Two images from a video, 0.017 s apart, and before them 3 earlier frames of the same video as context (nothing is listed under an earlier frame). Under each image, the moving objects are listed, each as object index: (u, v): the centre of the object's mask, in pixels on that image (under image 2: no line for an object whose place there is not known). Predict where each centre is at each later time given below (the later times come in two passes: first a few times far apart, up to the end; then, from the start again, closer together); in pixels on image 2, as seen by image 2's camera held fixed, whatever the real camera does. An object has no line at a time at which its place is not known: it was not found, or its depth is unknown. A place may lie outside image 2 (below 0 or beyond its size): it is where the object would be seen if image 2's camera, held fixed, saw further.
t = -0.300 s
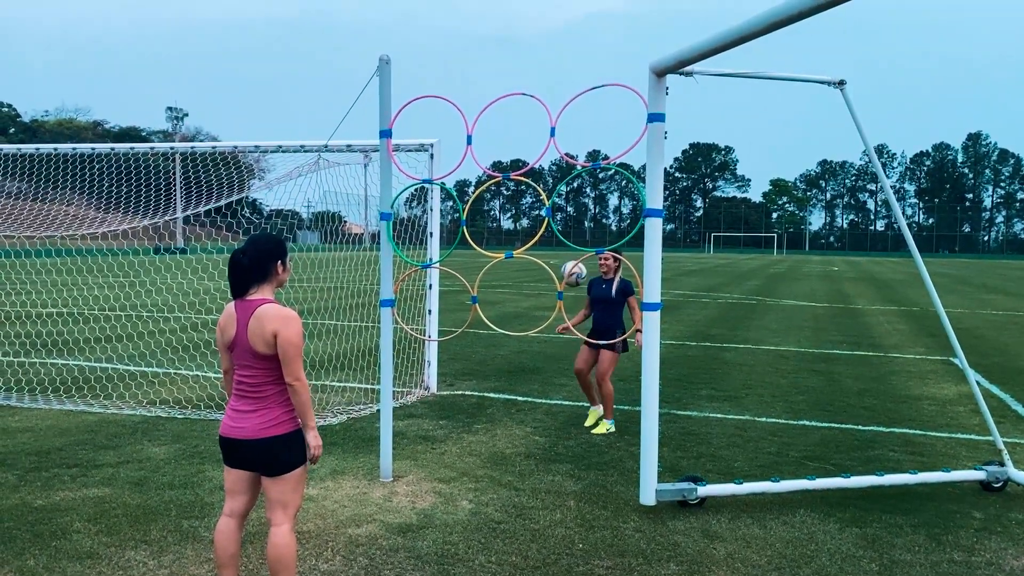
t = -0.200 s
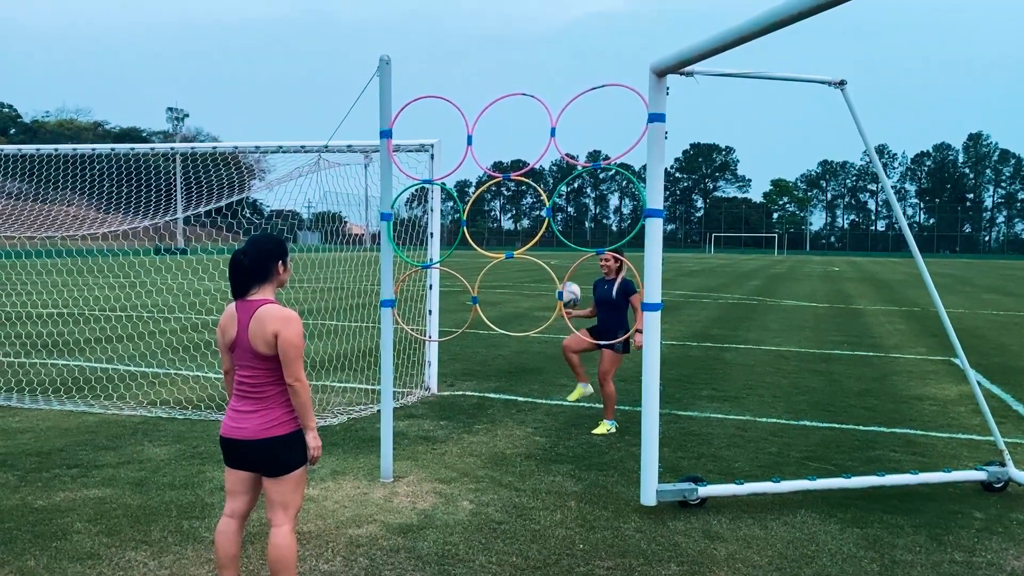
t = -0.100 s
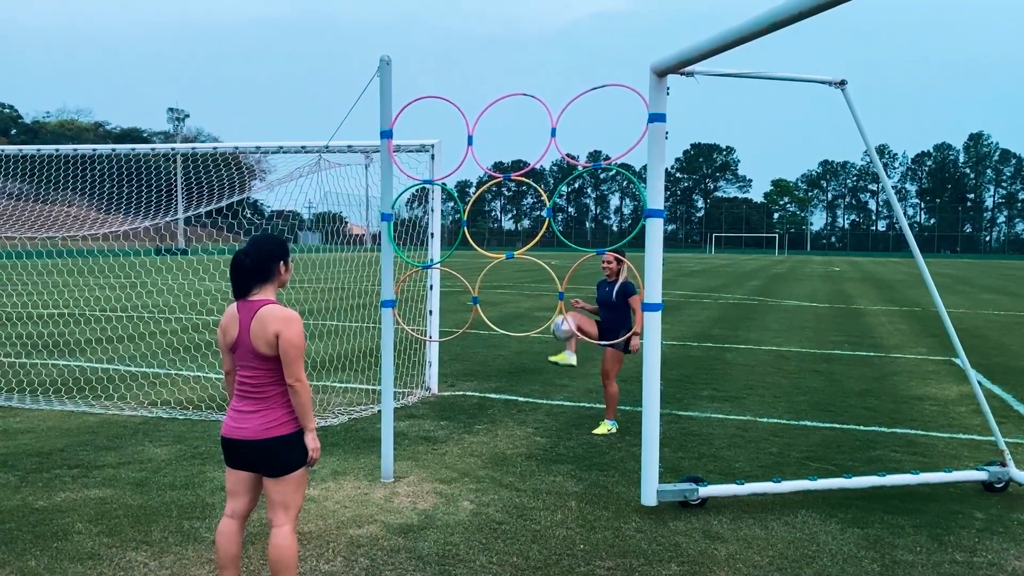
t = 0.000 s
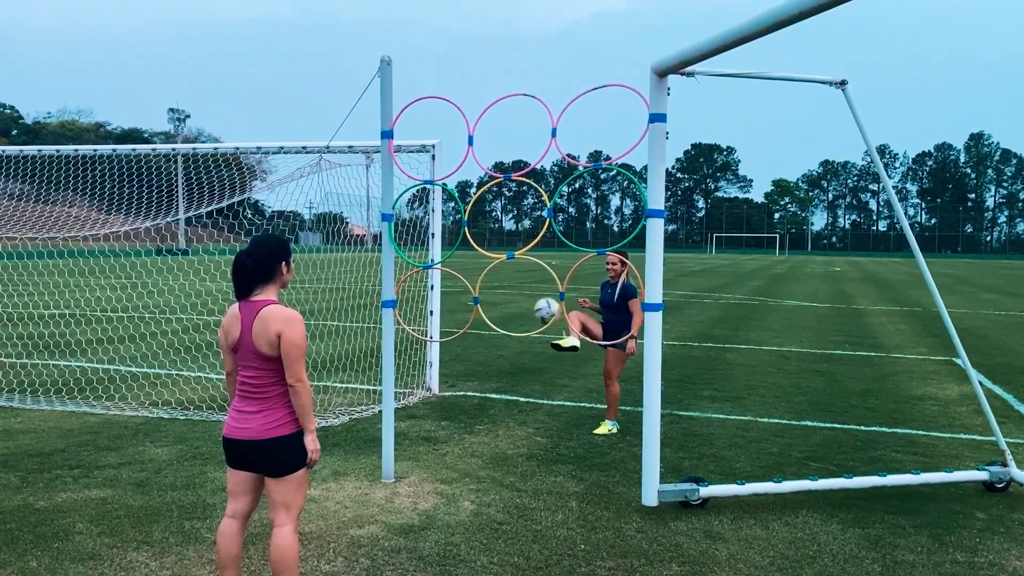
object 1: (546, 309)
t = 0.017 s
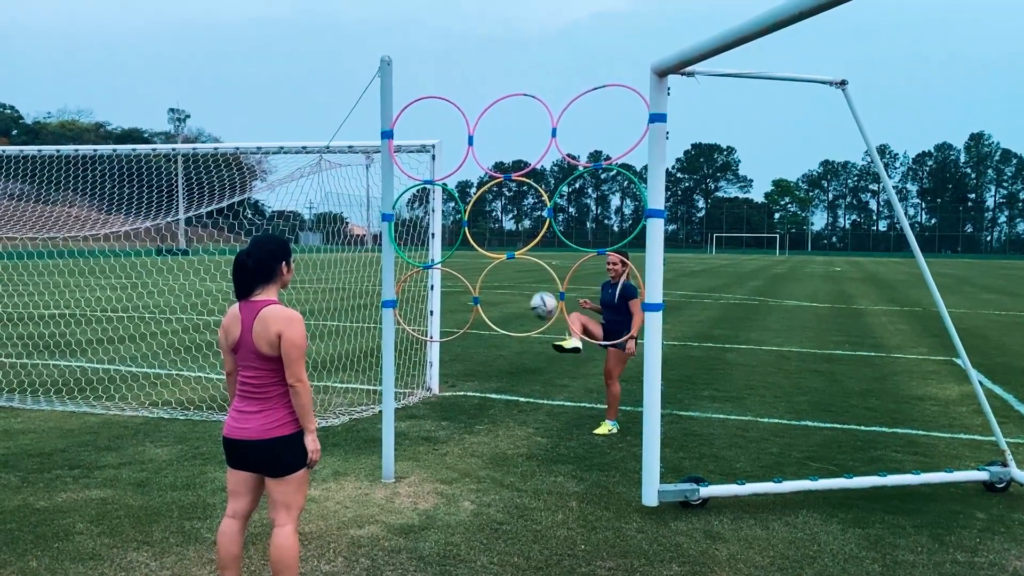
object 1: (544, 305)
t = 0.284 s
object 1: (470, 250)
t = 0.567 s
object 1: (487, 283)
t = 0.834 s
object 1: (528, 381)
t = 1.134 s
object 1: (560, 381)
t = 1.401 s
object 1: (582, 360)
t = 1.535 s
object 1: (591, 382)
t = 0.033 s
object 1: (540, 300)
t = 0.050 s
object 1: (536, 295)
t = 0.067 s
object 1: (532, 290)
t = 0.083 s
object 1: (528, 285)
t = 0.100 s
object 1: (524, 280)
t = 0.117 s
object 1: (519, 276)
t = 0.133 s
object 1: (515, 272)
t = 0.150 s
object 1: (511, 270)
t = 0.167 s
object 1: (507, 269)
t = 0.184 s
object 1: (500, 262)
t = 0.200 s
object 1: (495, 258)
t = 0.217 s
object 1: (490, 256)
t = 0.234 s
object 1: (484, 253)
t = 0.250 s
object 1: (480, 252)
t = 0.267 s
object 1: (475, 251)
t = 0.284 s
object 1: (470, 250)
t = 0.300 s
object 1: (464, 249)
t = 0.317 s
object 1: (461, 249)
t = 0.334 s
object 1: (458, 249)
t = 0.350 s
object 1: (455, 249)
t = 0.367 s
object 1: (455, 250)
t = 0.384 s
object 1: (456, 251)
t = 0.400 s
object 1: (458, 252)
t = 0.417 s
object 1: (461, 254)
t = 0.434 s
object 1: (464, 258)
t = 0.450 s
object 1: (466, 261)
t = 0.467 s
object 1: (469, 266)
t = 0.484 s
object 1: (472, 270)
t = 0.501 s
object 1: (475, 273)
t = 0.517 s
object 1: (478, 274)
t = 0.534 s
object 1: (481, 277)
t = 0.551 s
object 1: (485, 280)
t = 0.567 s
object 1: (487, 283)
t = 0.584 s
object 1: (490, 286)
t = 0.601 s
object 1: (494, 292)
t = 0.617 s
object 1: (495, 296)
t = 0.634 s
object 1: (497, 300)
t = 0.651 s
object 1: (500, 305)
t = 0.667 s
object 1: (503, 310)
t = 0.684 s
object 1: (506, 316)
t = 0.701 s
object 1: (509, 321)
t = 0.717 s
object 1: (511, 327)
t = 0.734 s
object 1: (514, 335)
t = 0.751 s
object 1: (516, 342)
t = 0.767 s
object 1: (519, 348)
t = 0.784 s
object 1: (521, 356)
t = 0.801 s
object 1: (523, 363)
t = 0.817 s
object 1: (526, 372)
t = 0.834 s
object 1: (528, 381)
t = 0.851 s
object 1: (531, 390)
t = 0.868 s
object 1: (533, 399)
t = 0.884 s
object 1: (535, 409)
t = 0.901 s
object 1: (537, 419)
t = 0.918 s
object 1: (540, 429)
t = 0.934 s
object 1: (542, 438)
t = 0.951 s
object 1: (544, 448)
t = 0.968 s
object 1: (546, 443)
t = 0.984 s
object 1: (547, 435)
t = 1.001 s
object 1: (549, 428)
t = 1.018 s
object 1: (550, 421)
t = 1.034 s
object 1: (552, 413)
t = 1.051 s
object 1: (553, 407)
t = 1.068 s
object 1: (555, 401)
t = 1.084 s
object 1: (557, 394)
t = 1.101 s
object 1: (557, 391)
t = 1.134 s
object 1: (560, 381)
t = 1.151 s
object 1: (562, 377)
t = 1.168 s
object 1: (563, 374)
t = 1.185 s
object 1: (565, 370)
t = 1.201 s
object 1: (566, 368)
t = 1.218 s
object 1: (568, 365)
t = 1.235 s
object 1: (569, 362)
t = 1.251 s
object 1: (570, 361)
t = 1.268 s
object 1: (572, 359)
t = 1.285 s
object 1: (573, 358)
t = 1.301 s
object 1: (575, 357)
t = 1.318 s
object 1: (576, 357)
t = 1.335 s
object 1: (577, 357)
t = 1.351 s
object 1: (578, 357)
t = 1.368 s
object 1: (579, 358)
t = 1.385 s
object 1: (581, 359)
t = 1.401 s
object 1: (582, 360)
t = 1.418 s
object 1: (583, 362)
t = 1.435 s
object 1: (584, 364)
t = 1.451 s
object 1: (586, 366)
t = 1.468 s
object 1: (587, 369)
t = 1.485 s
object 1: (588, 371)
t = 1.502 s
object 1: (589, 375)
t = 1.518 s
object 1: (590, 379)
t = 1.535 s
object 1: (591, 382)
